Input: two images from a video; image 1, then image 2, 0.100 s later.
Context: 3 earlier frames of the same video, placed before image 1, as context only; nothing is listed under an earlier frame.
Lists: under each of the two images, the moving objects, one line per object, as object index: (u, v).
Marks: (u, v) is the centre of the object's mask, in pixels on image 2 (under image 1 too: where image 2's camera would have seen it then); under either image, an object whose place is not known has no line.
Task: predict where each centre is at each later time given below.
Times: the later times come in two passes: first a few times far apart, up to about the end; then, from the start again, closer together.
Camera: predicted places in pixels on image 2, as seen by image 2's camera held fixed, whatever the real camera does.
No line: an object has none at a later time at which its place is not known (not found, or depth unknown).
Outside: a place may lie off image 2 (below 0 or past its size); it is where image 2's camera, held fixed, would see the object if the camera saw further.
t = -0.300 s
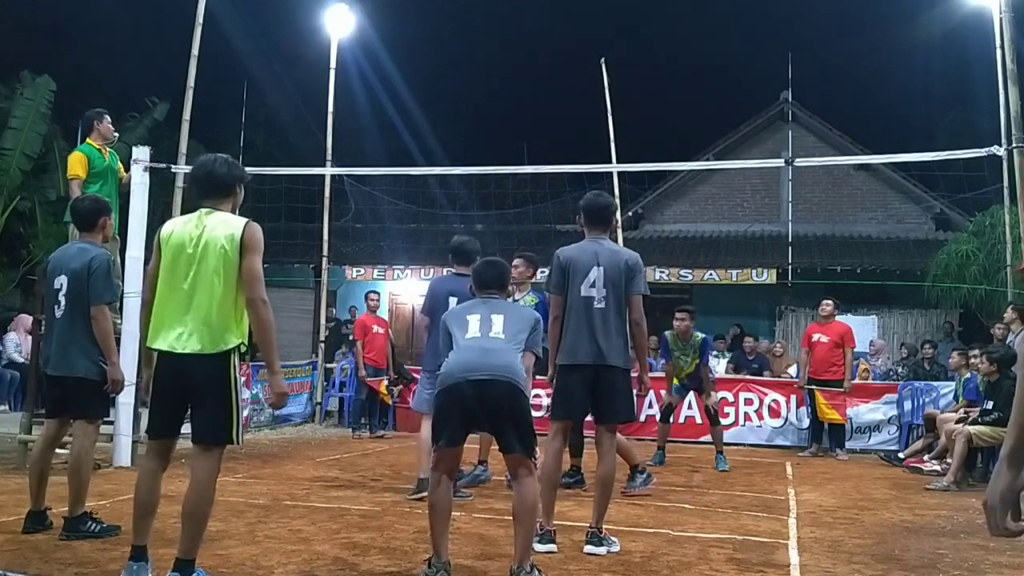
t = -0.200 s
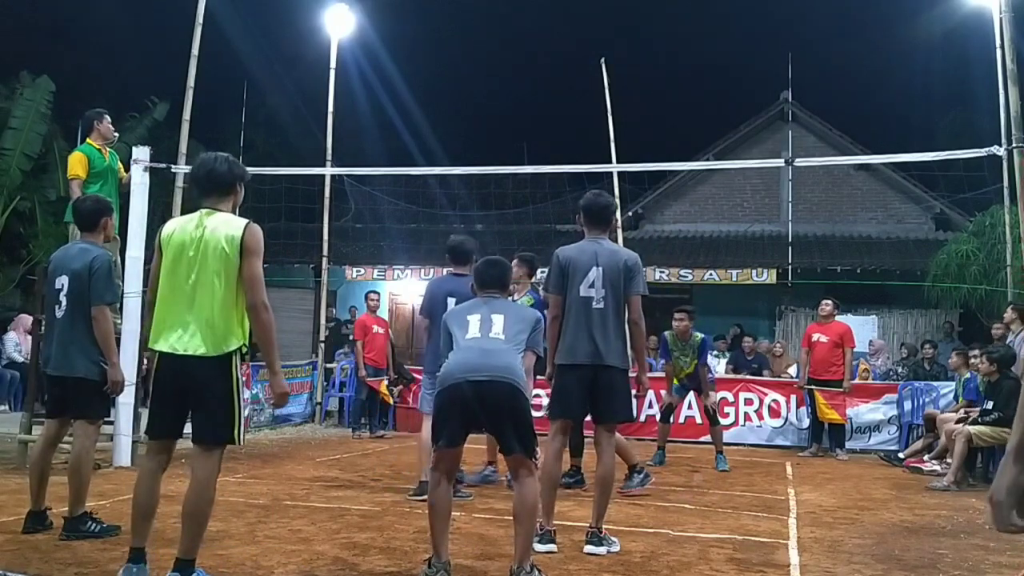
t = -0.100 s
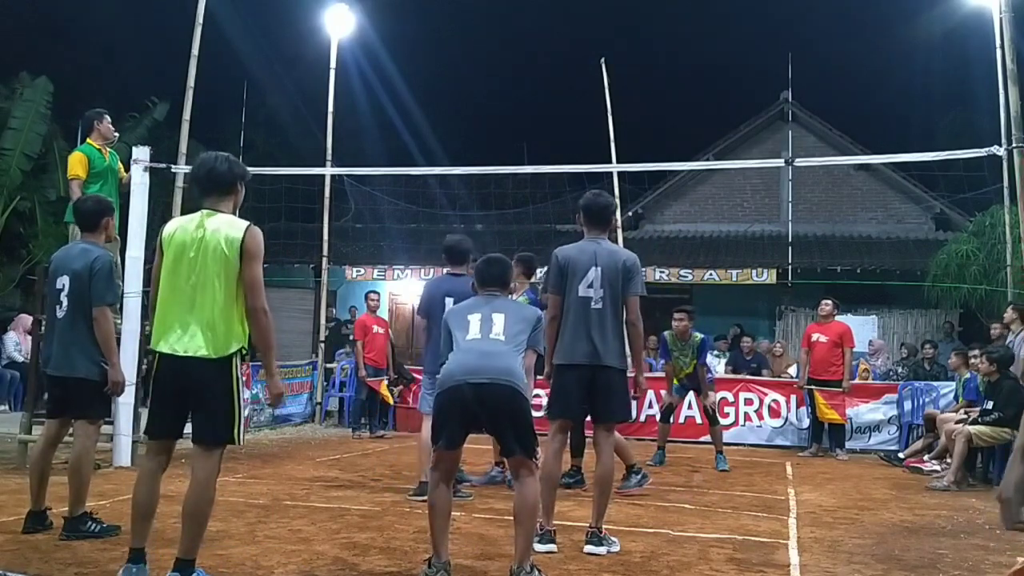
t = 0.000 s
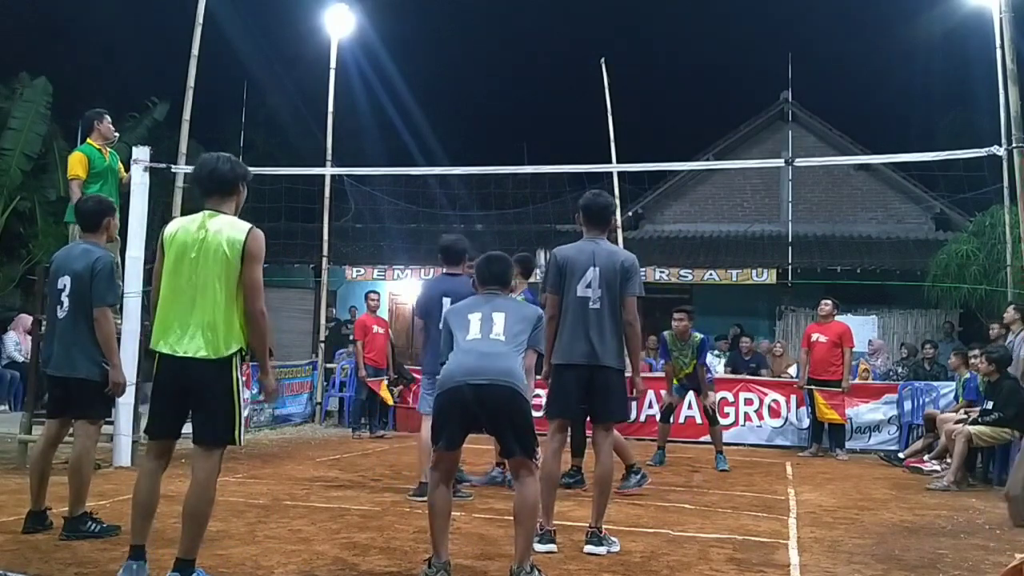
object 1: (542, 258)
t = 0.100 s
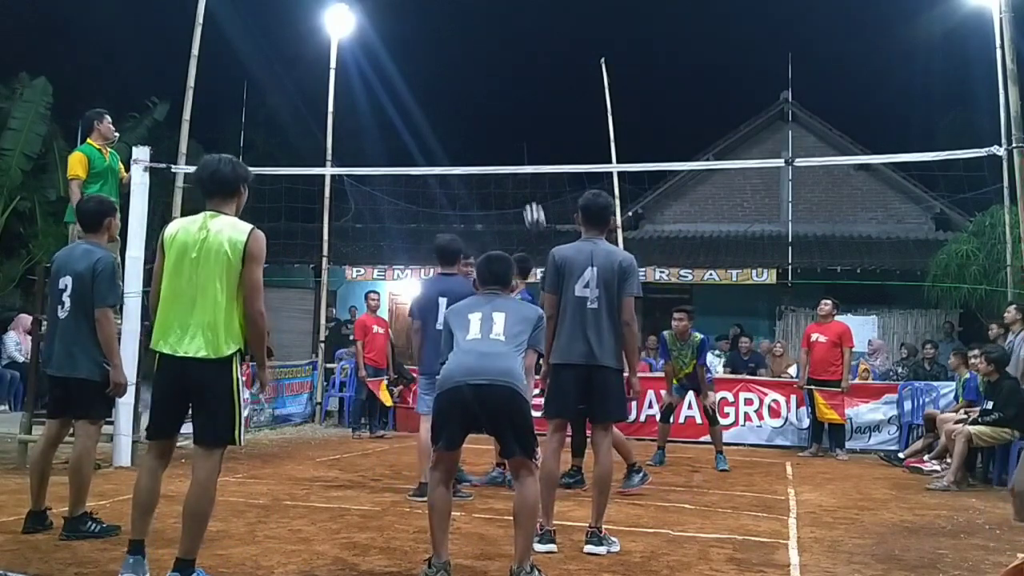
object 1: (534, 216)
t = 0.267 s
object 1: (514, 152)
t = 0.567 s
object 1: (465, 80)
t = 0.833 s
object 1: (396, 104)
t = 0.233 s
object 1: (517, 158)
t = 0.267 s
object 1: (514, 152)
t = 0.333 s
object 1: (505, 131)
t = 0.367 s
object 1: (500, 121)
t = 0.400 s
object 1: (495, 111)
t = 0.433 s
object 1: (489, 103)
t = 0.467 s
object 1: (483, 96)
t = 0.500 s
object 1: (478, 90)
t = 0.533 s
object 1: (472, 84)
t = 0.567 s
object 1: (465, 80)
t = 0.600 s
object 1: (458, 77)
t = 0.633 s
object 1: (451, 76)
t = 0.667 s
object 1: (443, 76)
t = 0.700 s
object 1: (434, 78)
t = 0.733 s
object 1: (426, 81)
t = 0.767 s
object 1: (417, 86)
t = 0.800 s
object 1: (406, 95)
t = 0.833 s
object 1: (396, 104)
